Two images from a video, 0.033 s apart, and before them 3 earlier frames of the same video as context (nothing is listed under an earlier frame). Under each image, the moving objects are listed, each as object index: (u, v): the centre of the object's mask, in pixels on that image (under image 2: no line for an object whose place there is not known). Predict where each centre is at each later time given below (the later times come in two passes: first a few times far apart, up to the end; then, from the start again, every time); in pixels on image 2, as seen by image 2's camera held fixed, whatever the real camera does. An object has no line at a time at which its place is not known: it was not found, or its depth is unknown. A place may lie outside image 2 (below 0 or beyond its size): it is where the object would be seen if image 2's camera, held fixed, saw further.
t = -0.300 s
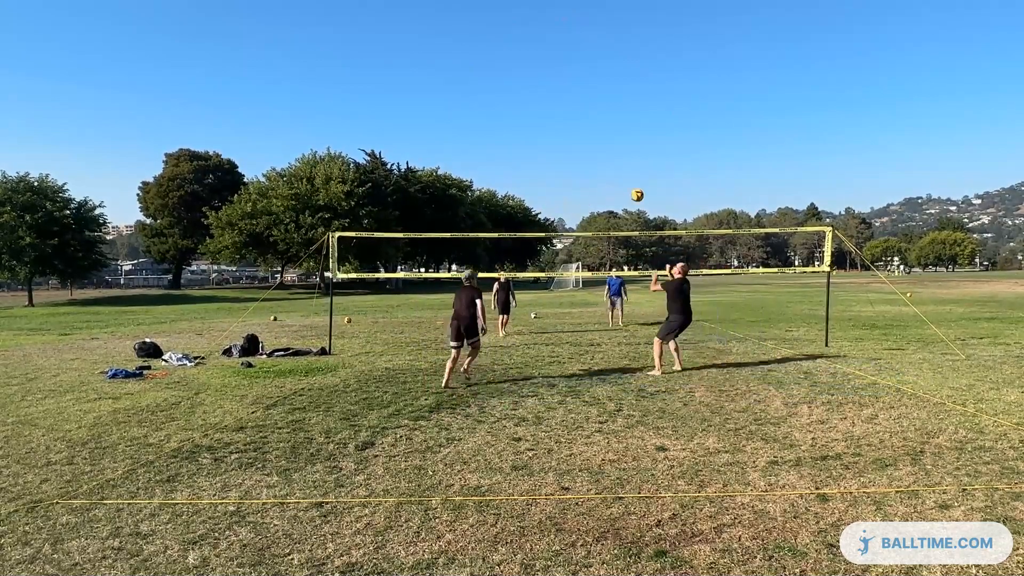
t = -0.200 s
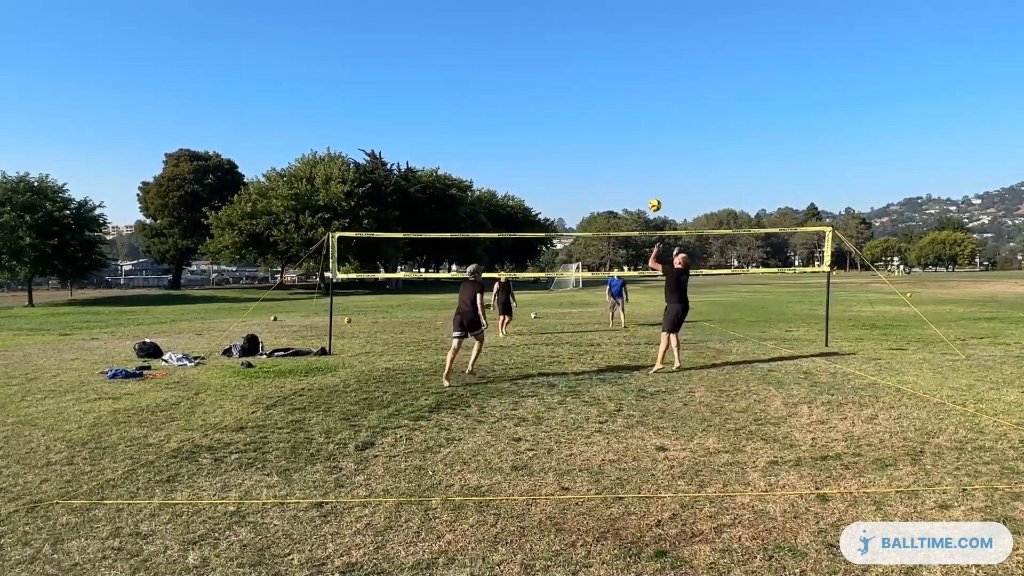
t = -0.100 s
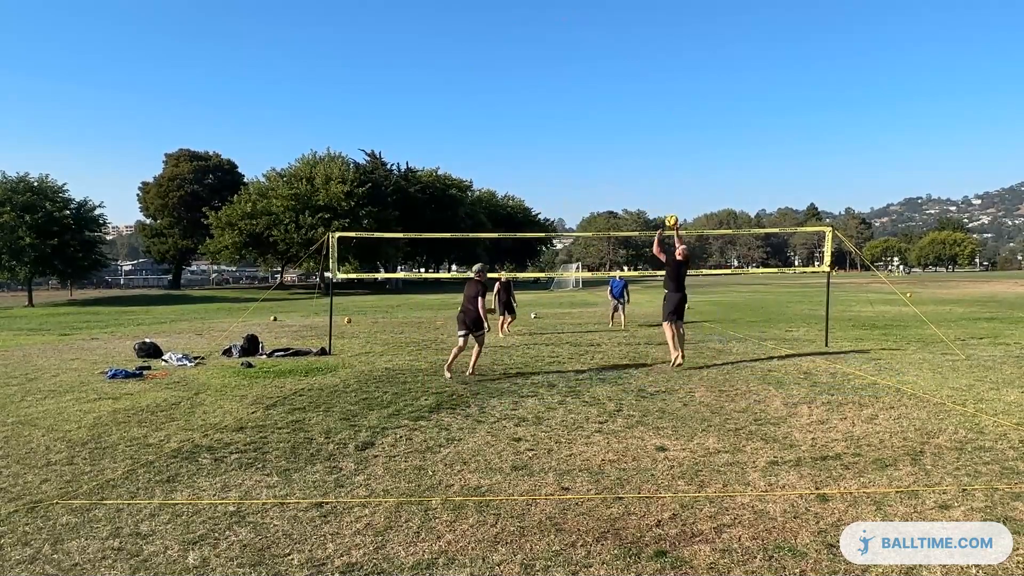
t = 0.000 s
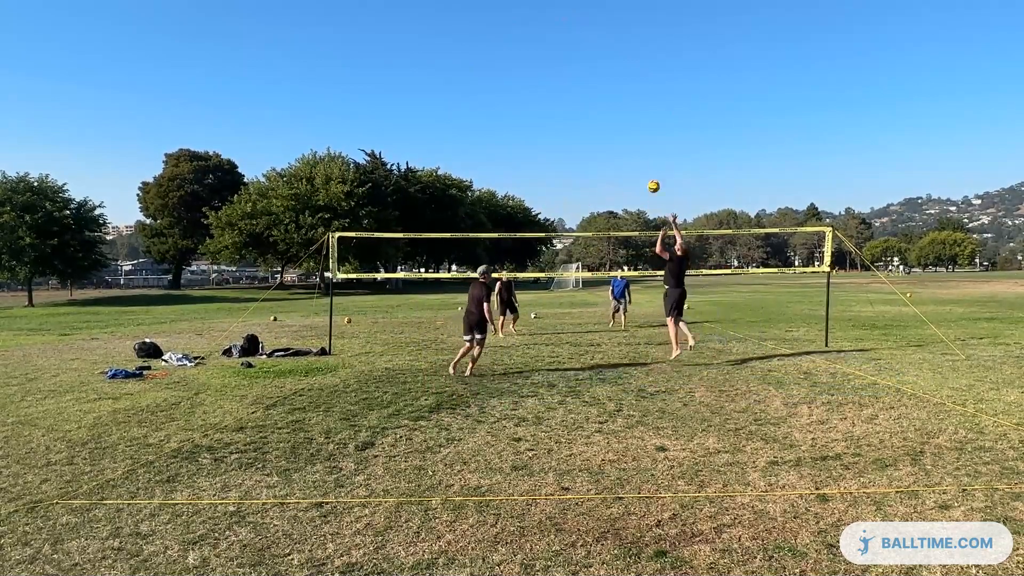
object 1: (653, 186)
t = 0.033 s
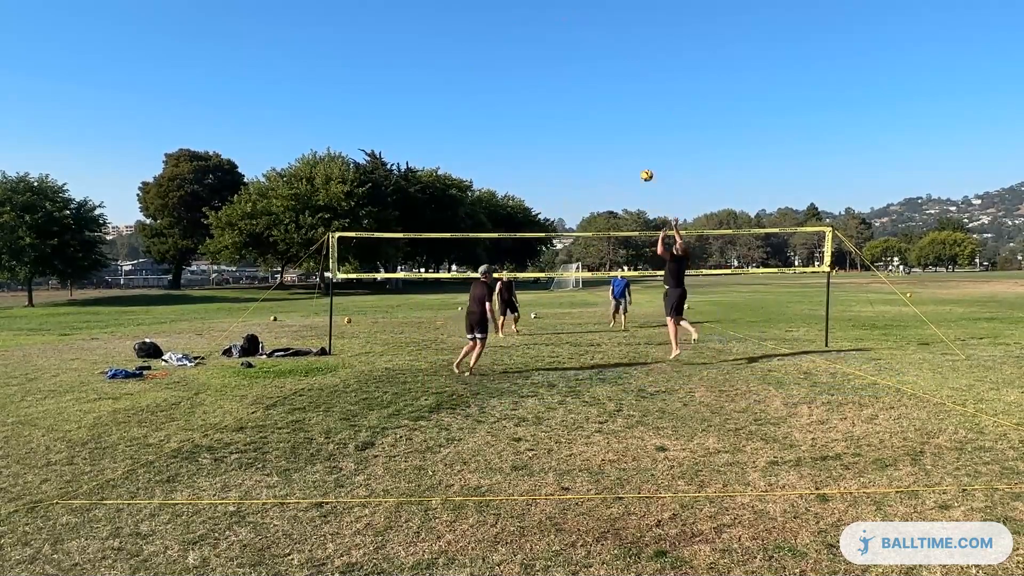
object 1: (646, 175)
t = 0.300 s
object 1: (597, 116)
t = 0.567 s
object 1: (554, 100)
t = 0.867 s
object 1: (512, 125)
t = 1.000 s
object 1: (496, 147)
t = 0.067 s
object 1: (640, 165)
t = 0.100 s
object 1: (633, 156)
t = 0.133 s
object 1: (627, 147)
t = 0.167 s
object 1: (620, 139)
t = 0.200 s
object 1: (614, 132)
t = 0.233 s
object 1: (608, 126)
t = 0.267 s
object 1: (602, 121)
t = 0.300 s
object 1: (597, 116)
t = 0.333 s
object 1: (591, 112)
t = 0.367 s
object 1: (585, 108)
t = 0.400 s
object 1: (580, 105)
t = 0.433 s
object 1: (574, 103)
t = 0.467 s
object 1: (569, 101)
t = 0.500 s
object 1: (564, 100)
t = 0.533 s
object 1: (559, 100)
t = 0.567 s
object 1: (554, 100)
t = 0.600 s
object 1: (549, 101)
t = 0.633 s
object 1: (544, 102)
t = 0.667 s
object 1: (539, 104)
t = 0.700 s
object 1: (535, 106)
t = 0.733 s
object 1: (530, 109)
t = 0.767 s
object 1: (525, 112)
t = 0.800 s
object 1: (521, 116)
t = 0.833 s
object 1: (516, 120)
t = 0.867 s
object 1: (512, 125)
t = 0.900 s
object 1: (508, 130)
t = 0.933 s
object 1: (504, 135)
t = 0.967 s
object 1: (500, 141)
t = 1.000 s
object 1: (496, 147)
